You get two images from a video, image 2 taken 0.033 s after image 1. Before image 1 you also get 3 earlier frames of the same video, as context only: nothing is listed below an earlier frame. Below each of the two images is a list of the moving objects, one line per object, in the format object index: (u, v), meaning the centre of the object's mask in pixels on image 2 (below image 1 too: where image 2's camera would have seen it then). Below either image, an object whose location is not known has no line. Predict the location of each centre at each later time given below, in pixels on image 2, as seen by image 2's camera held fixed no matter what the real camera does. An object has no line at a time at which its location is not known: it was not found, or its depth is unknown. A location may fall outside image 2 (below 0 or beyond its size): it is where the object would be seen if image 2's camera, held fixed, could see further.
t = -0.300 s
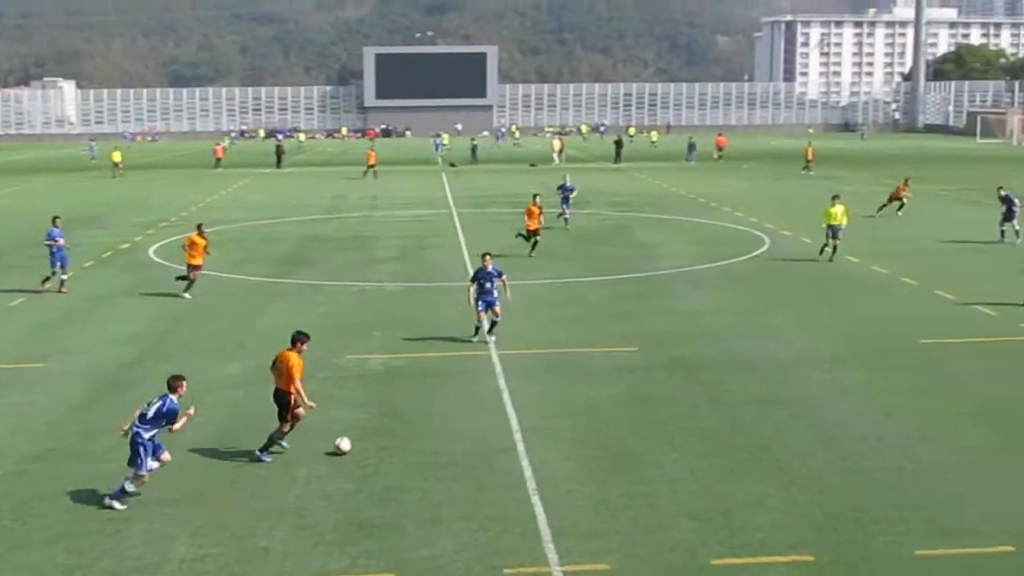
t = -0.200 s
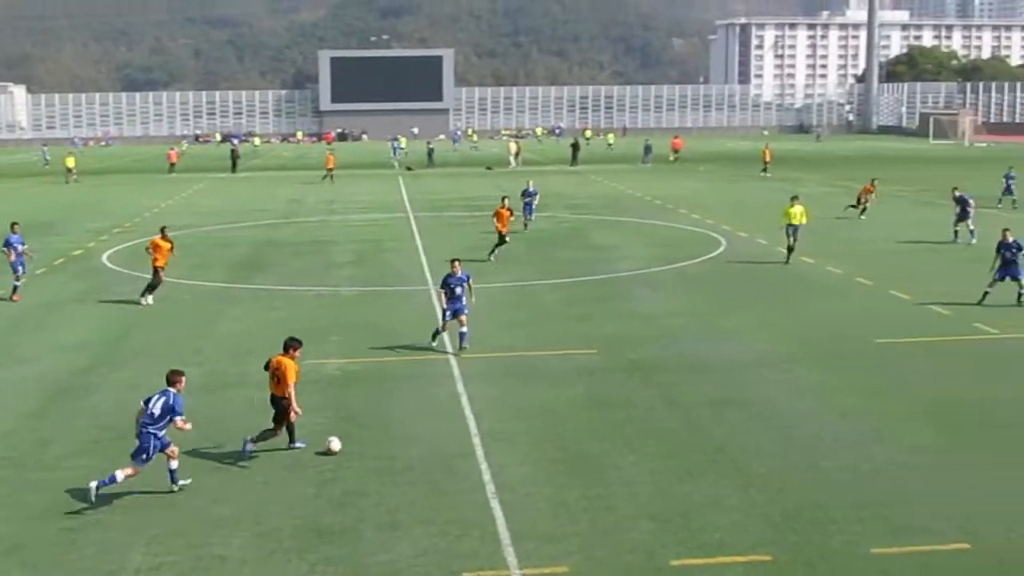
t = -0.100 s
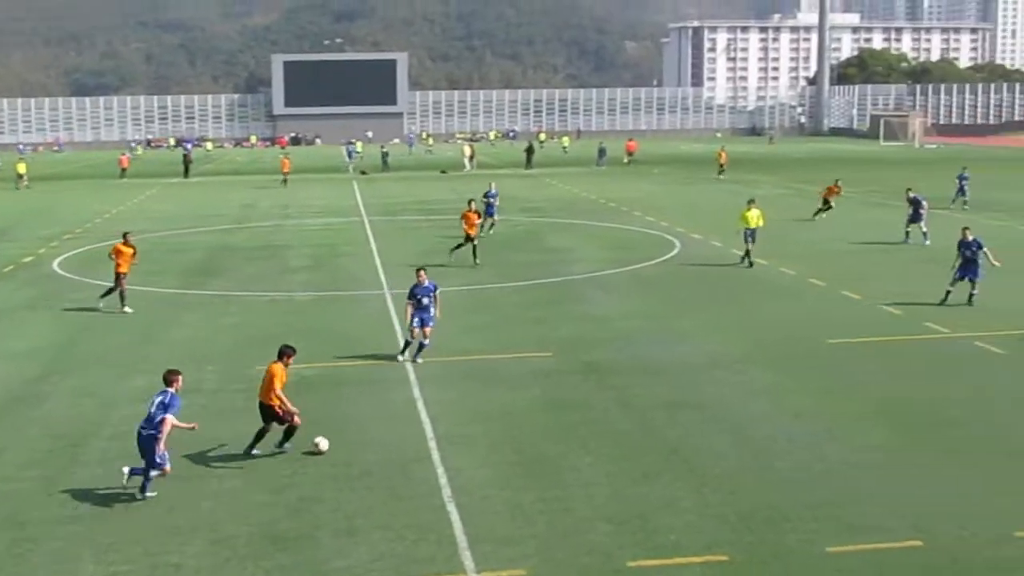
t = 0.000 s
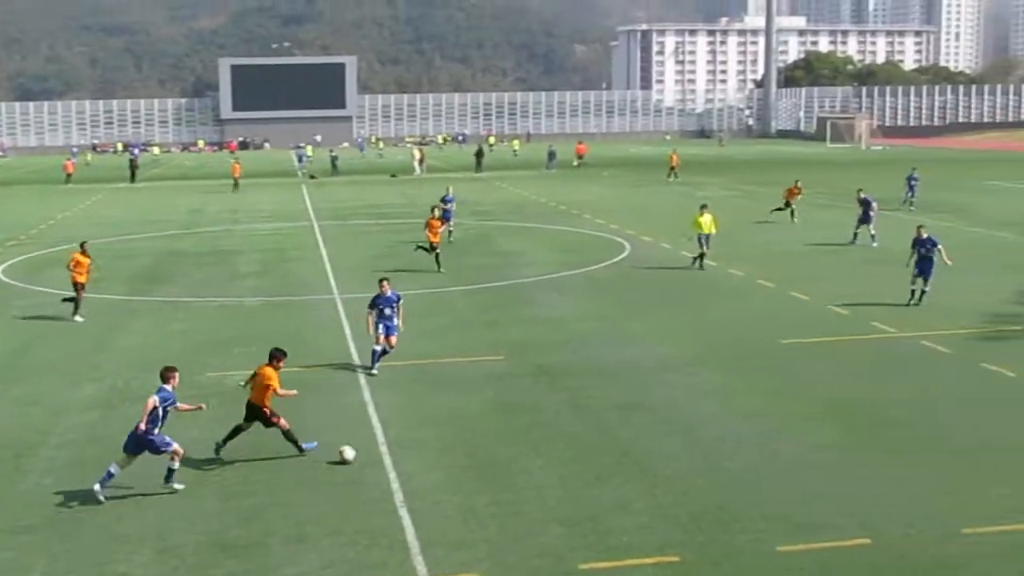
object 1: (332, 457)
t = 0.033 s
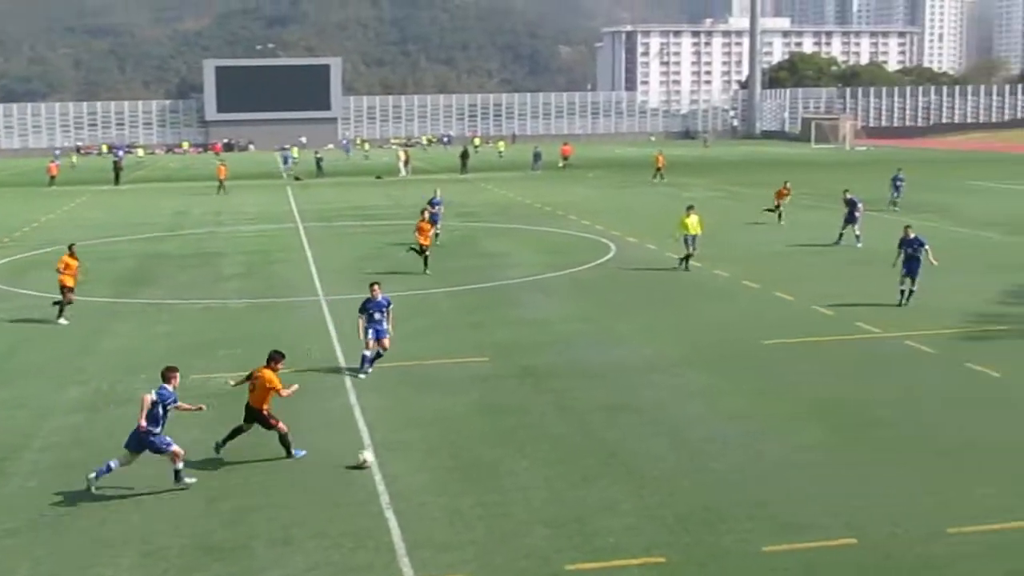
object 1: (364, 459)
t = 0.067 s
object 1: (396, 461)
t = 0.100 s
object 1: (428, 464)
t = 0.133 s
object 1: (461, 466)
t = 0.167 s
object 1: (492, 468)
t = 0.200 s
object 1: (523, 471)
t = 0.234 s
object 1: (555, 473)
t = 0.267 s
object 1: (586, 475)
